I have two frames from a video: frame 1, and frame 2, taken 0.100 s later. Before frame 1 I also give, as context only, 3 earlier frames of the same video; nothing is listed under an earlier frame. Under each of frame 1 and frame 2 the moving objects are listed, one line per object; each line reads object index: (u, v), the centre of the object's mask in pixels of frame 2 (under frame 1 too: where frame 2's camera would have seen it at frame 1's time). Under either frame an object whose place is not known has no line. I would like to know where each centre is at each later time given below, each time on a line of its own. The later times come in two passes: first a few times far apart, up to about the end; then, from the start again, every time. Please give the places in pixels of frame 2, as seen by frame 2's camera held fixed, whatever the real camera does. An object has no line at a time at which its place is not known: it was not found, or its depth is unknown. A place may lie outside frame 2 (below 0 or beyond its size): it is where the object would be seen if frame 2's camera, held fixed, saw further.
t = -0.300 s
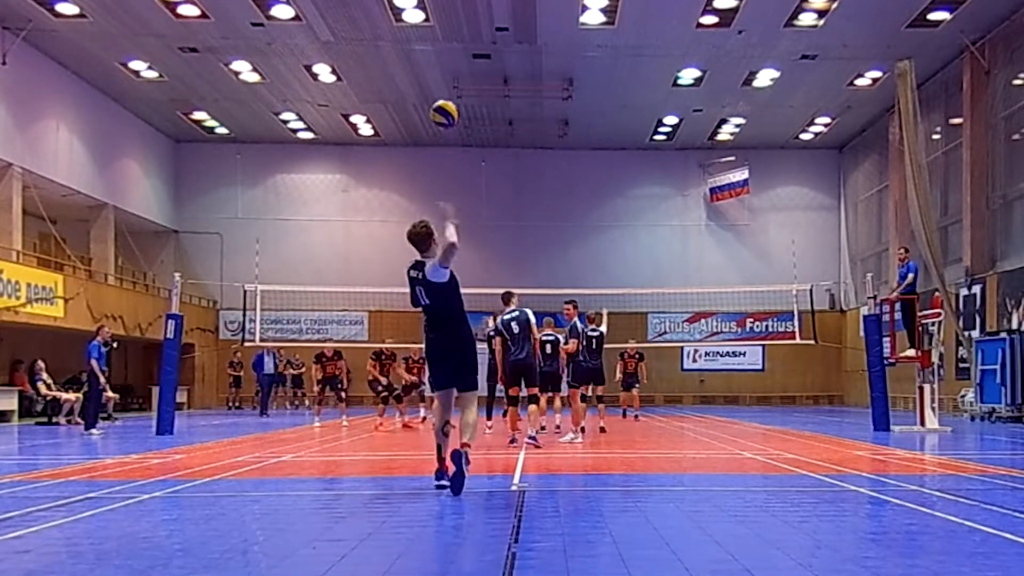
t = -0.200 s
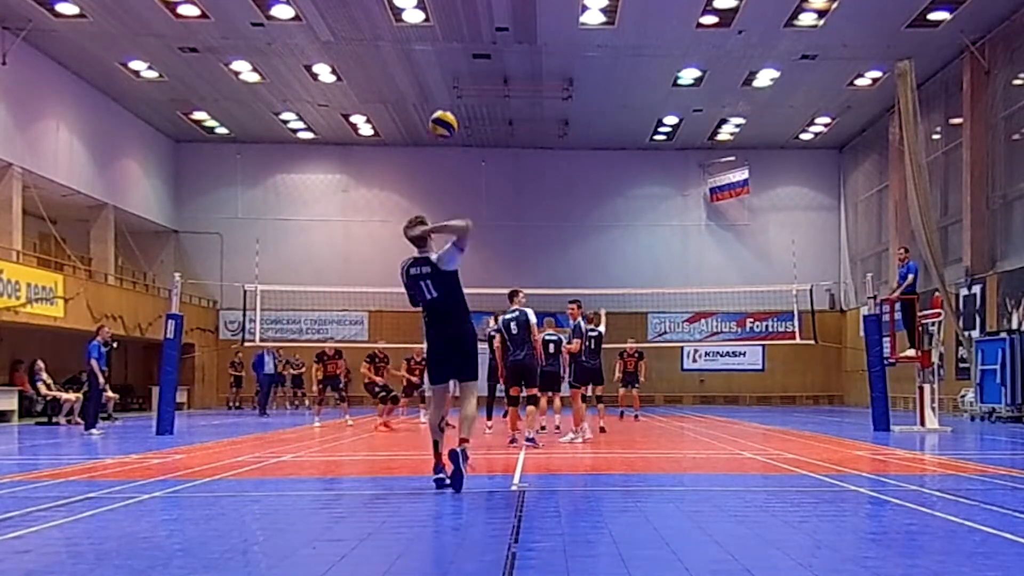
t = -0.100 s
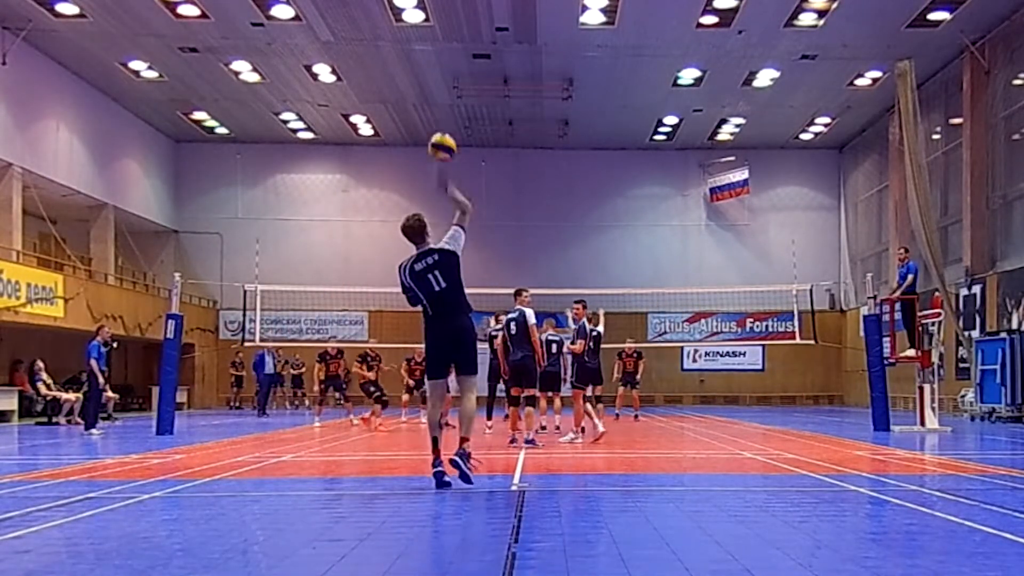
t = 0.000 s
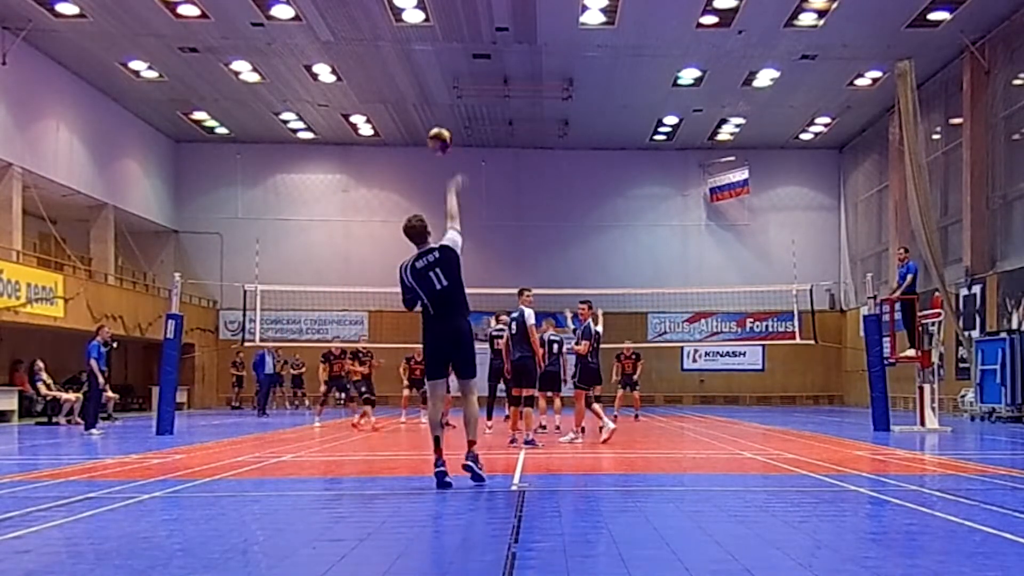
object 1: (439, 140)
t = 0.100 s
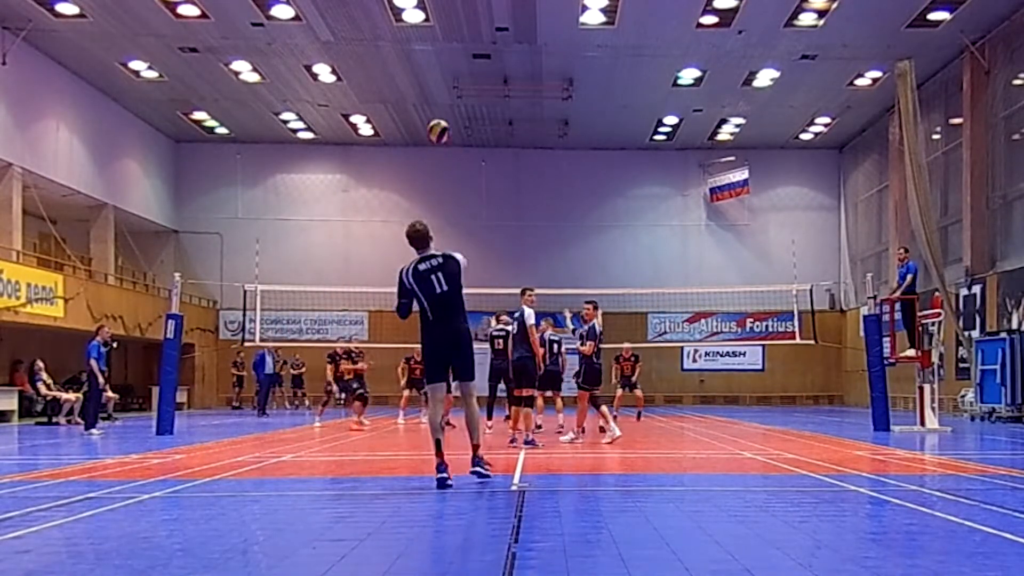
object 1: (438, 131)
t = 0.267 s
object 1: (439, 136)
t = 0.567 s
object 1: (440, 191)
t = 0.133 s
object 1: (438, 130)
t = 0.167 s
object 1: (438, 130)
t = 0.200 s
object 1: (438, 132)
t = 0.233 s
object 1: (438, 133)
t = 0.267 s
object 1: (439, 136)
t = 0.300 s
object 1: (439, 140)
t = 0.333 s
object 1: (439, 145)
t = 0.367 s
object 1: (439, 150)
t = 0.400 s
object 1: (438, 156)
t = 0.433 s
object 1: (439, 162)
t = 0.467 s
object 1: (439, 169)
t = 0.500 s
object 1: (440, 176)
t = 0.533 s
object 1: (440, 183)
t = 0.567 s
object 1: (440, 191)
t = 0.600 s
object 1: (440, 199)
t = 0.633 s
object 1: (440, 209)
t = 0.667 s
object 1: (441, 217)
